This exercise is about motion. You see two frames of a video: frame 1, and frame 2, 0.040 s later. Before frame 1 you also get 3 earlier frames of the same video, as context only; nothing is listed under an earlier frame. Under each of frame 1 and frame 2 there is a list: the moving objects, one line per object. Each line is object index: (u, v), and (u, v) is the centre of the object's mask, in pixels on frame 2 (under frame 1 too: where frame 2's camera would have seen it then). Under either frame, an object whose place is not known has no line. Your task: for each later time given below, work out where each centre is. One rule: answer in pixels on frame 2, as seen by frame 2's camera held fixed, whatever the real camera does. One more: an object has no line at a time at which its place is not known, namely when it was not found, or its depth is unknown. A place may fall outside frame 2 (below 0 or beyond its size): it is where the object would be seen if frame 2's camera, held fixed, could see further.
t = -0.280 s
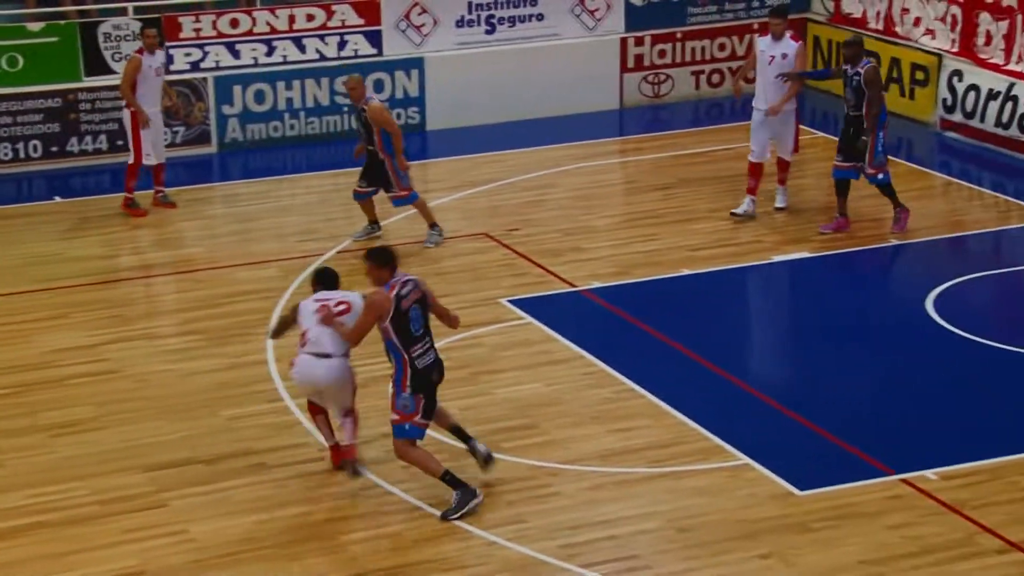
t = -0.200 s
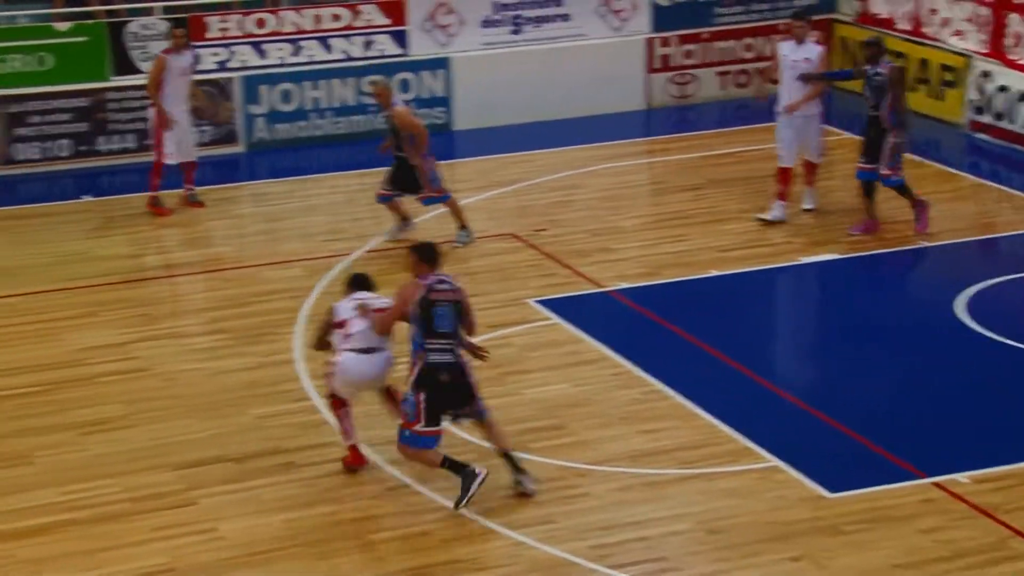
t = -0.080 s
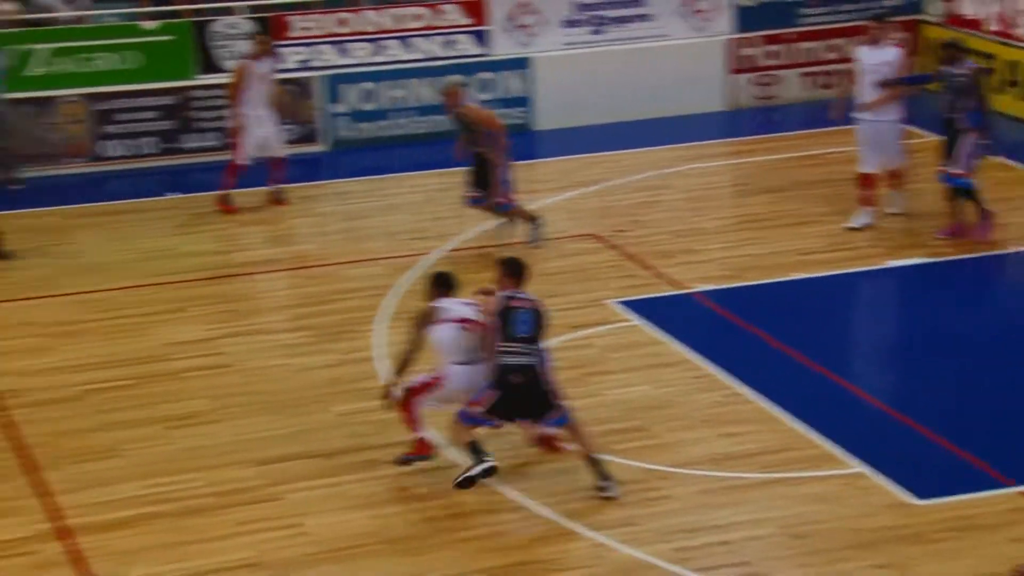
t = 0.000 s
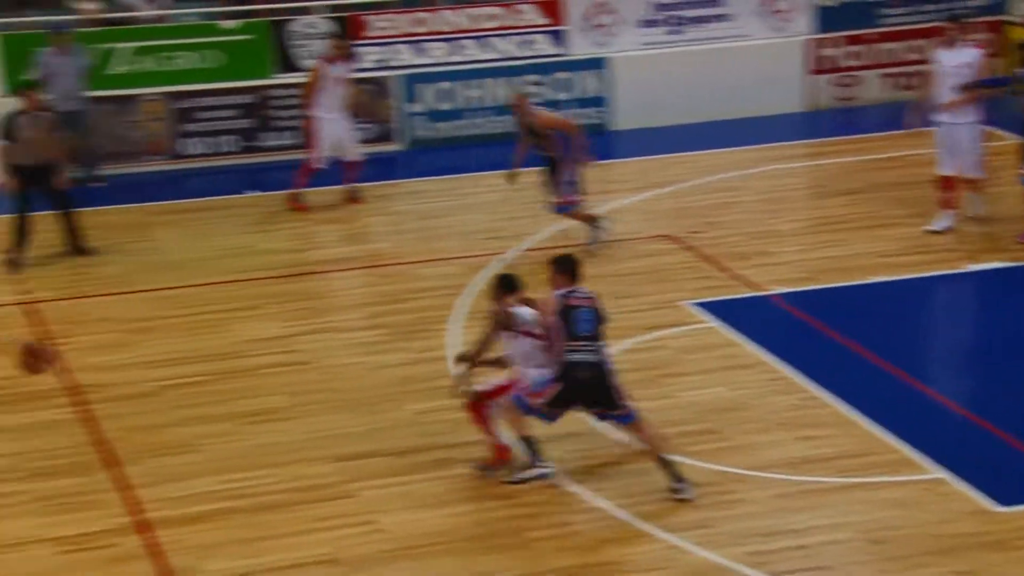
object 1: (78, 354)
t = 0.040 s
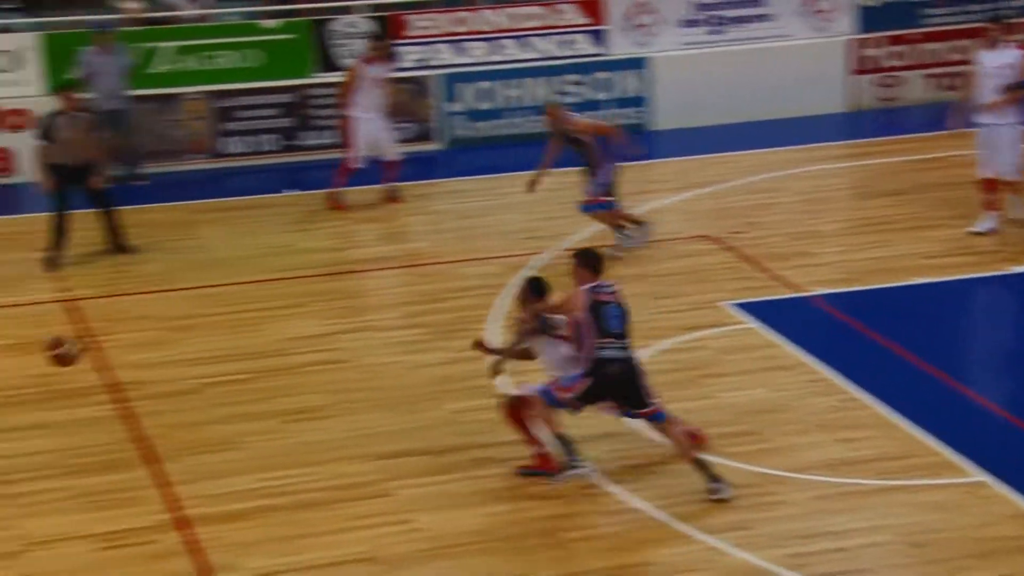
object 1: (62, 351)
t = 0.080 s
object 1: (54, 350)
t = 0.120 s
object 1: (41, 350)
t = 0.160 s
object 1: (31, 353)
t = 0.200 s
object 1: (21, 358)
